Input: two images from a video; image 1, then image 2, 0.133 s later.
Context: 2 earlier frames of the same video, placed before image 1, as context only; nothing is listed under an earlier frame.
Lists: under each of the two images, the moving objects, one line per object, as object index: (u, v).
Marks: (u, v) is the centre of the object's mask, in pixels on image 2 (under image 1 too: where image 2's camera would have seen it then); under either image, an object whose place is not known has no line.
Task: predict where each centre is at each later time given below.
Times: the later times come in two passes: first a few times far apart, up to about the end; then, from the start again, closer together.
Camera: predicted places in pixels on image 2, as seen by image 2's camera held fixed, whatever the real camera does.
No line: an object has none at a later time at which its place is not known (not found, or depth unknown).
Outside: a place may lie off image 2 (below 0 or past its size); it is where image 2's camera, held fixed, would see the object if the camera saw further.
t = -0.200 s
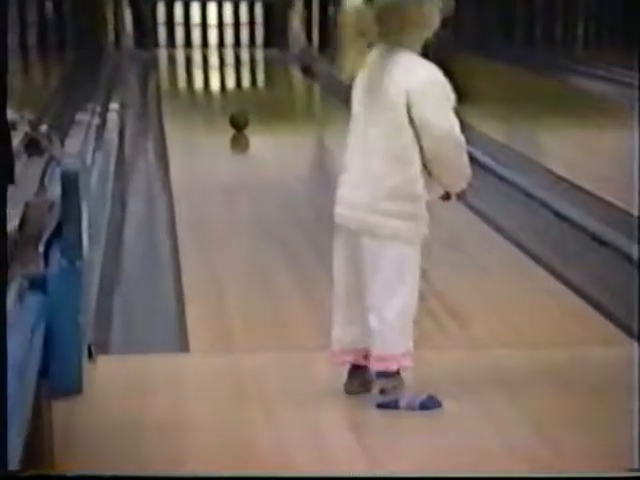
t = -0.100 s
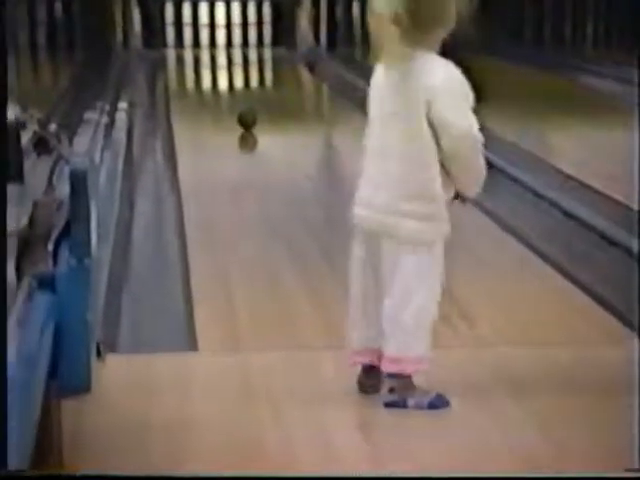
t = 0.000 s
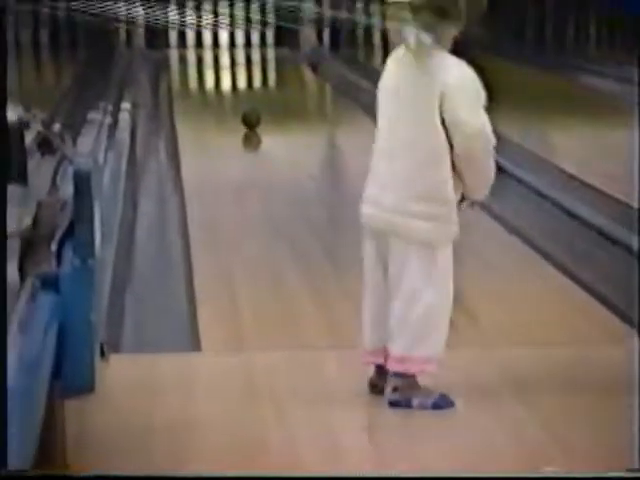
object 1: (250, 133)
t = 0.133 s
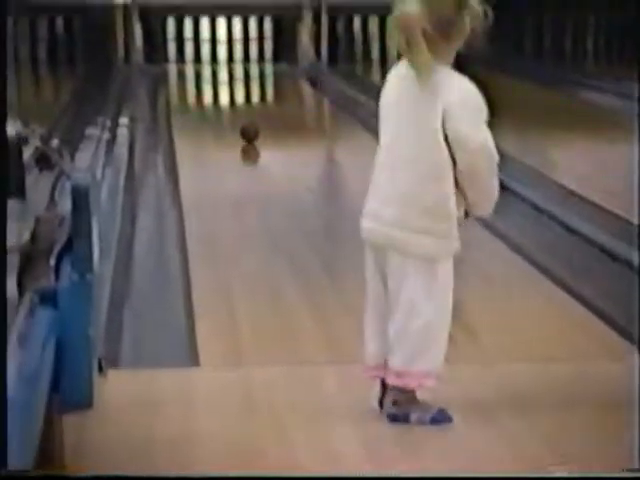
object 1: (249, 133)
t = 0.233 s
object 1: (251, 134)
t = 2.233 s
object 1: (255, 128)
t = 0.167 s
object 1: (249, 133)
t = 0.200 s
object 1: (251, 134)
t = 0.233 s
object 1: (251, 134)
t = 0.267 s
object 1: (252, 136)
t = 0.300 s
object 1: (256, 135)
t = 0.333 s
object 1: (256, 136)
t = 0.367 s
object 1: (255, 136)
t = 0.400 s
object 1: (255, 136)
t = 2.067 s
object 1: (255, 127)
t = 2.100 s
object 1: (254, 127)
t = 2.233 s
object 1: (255, 128)
